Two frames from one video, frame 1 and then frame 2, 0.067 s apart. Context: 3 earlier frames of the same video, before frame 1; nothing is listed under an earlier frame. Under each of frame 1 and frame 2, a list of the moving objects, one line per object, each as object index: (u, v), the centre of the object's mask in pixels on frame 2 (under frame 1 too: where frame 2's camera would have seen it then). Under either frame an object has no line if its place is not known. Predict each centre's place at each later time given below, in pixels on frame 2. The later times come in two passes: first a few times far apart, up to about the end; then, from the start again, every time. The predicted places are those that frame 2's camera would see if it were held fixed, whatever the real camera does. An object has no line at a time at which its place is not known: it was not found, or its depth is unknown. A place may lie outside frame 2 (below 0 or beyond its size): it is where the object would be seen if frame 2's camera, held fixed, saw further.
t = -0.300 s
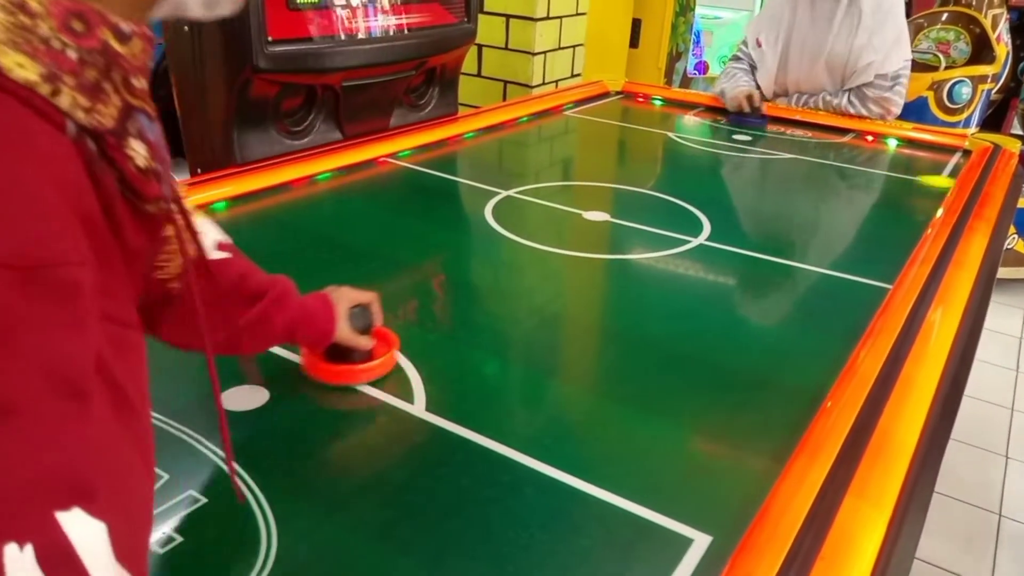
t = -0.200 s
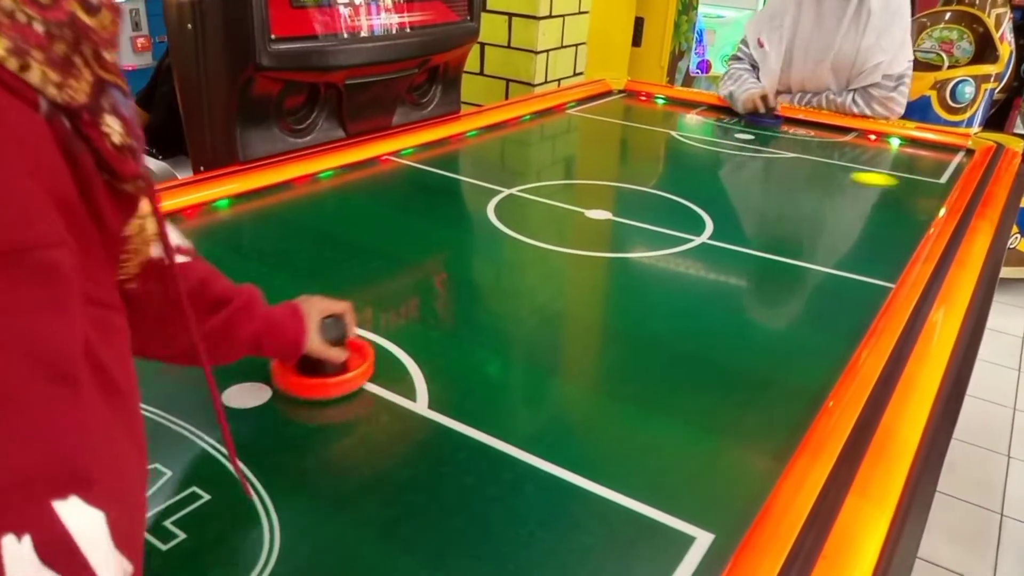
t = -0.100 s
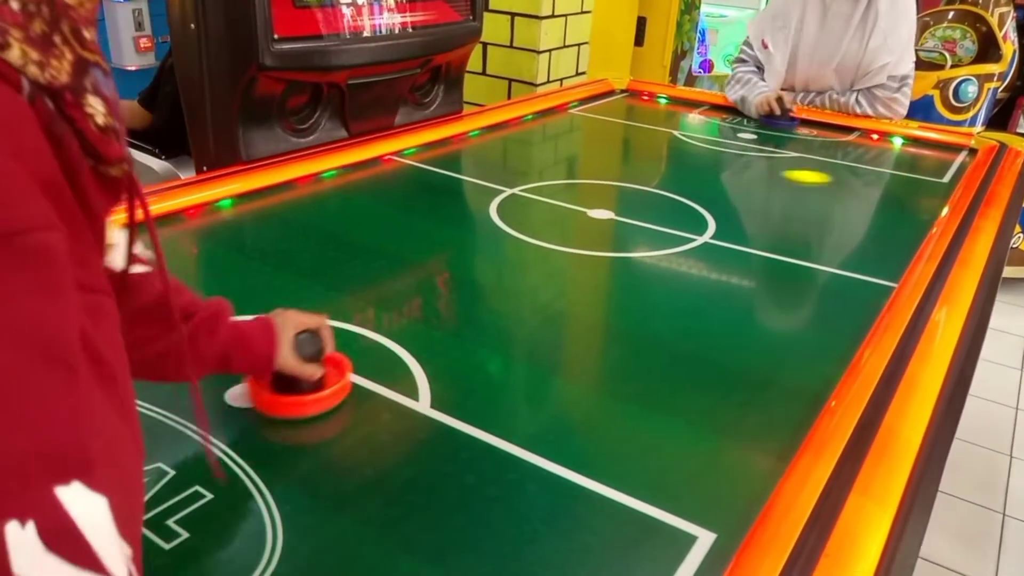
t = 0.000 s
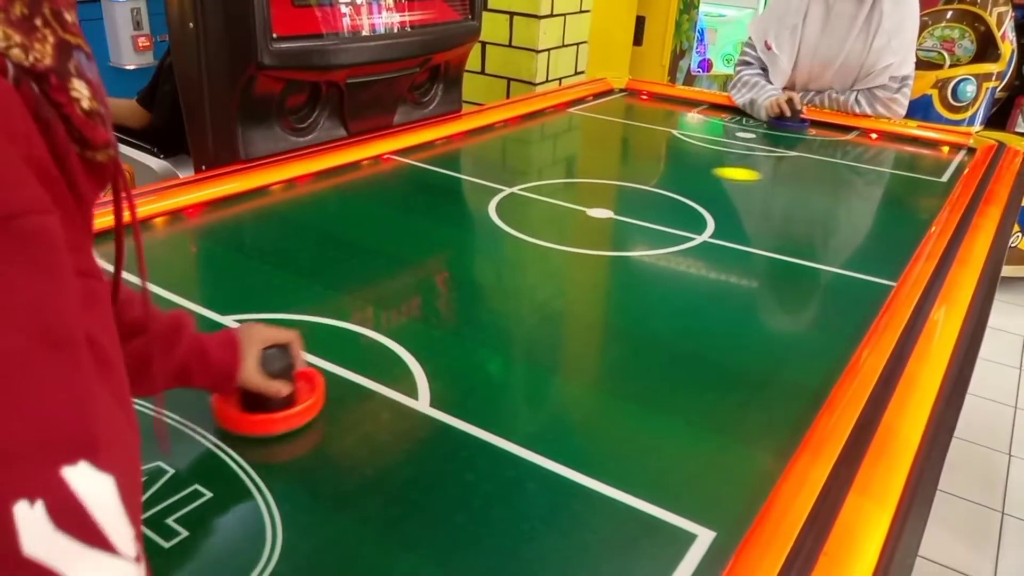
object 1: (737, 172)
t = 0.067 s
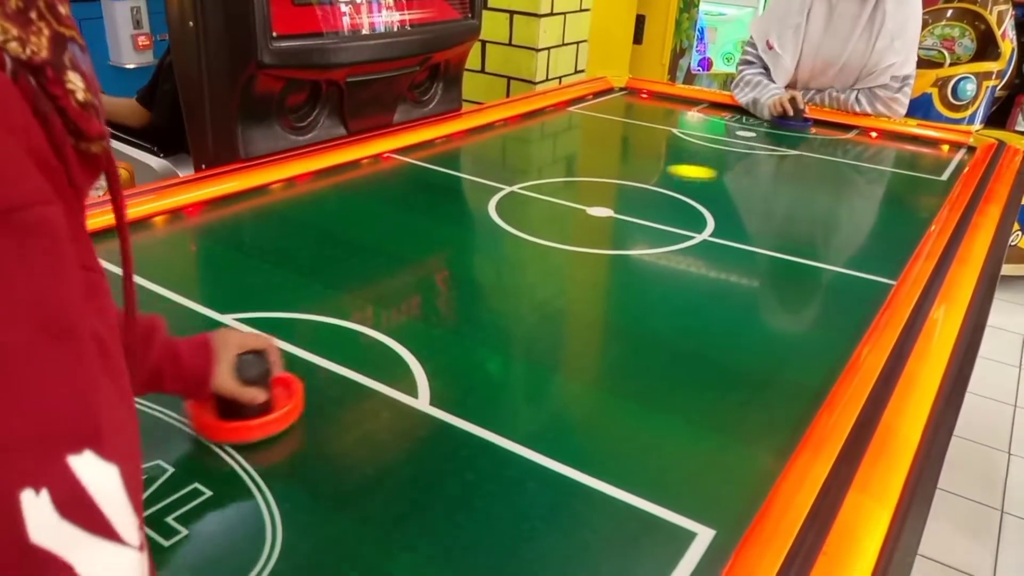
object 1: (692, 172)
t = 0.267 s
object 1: (559, 168)
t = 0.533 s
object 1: (389, 161)
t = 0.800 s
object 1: (396, 190)
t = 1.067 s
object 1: (416, 223)
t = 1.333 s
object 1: (437, 254)
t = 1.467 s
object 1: (447, 268)
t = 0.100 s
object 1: (670, 171)
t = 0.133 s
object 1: (648, 171)
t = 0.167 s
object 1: (625, 170)
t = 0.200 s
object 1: (603, 169)
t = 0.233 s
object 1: (580, 168)
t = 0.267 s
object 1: (559, 168)
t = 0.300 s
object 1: (536, 167)
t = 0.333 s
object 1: (515, 166)
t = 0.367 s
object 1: (493, 165)
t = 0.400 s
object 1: (471, 164)
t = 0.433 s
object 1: (451, 163)
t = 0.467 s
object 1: (431, 162)
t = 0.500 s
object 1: (408, 161)
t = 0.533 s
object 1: (389, 161)
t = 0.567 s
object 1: (381, 163)
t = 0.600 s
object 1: (382, 166)
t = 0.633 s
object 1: (384, 170)
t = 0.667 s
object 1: (387, 174)
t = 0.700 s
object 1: (389, 178)
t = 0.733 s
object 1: (391, 182)
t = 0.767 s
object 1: (393, 186)
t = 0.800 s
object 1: (396, 190)
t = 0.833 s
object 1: (398, 194)
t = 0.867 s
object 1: (401, 198)
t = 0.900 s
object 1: (403, 202)
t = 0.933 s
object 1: (406, 207)
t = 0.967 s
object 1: (408, 211)
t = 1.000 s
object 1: (411, 215)
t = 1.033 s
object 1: (414, 219)
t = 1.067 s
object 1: (416, 223)
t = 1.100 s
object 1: (419, 227)
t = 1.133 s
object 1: (422, 231)
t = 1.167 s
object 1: (424, 235)
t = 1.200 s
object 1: (427, 239)
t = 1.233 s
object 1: (429, 243)
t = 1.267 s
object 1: (432, 246)
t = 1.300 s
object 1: (435, 250)
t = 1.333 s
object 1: (437, 254)
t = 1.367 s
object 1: (440, 257)
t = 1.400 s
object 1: (442, 261)
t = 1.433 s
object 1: (445, 264)
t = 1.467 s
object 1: (447, 268)
